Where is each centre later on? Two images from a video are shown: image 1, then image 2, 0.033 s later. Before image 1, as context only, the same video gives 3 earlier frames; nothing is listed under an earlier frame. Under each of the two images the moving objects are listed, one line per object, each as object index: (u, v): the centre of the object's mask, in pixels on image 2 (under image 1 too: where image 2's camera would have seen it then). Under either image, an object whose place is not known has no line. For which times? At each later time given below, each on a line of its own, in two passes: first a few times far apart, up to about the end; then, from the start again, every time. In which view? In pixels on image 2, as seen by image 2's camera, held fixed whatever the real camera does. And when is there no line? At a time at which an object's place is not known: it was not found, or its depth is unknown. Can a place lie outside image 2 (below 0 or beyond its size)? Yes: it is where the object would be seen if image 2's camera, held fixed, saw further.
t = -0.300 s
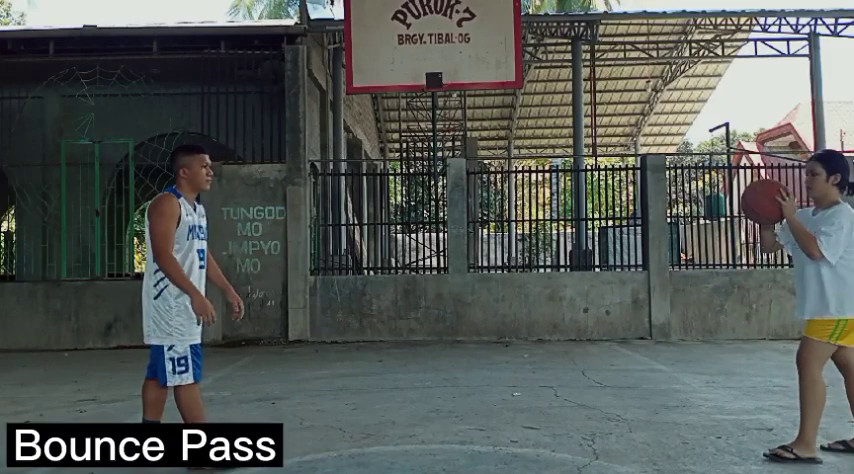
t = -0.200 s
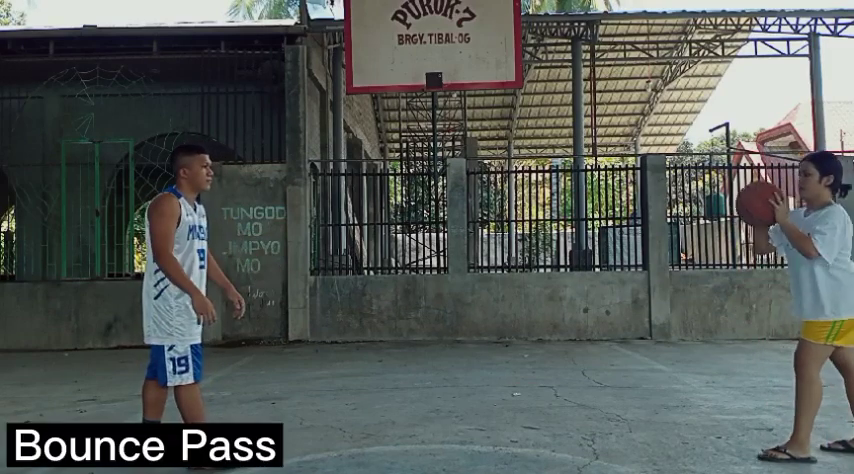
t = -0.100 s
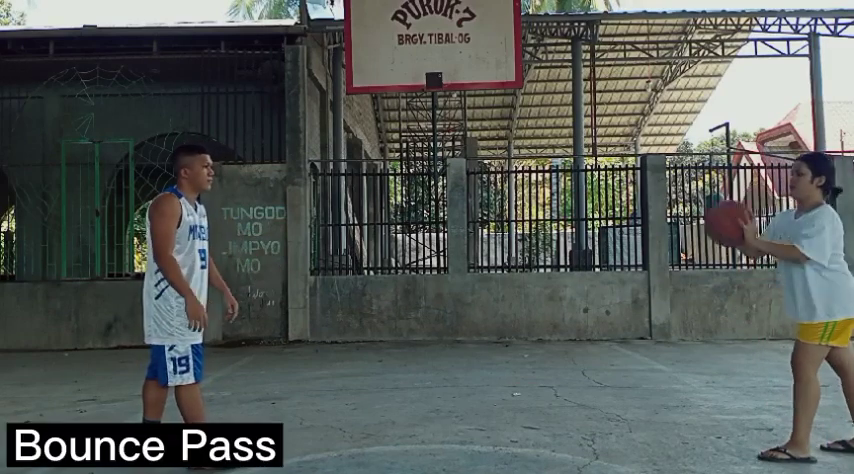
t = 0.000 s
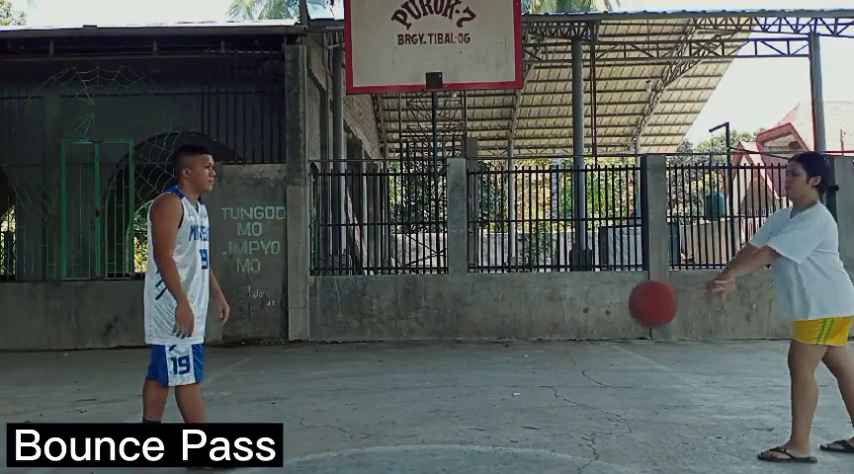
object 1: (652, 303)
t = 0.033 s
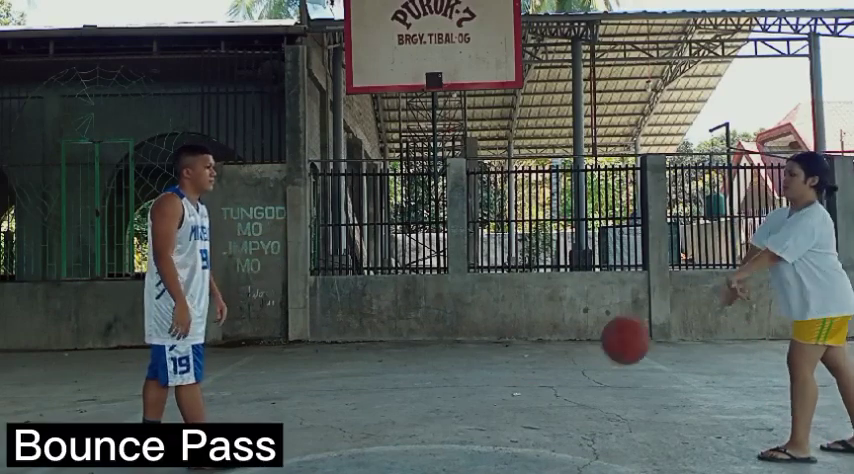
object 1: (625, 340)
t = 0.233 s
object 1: (509, 325)
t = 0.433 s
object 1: (431, 201)
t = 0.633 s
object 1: (356, 153)
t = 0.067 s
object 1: (598, 379)
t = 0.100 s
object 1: (570, 421)
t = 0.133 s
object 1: (552, 416)
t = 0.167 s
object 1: (537, 383)
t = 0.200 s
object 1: (523, 353)
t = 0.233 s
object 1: (509, 325)
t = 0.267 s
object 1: (495, 298)
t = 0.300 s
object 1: (482, 275)
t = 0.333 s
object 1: (469, 253)
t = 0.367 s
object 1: (457, 234)
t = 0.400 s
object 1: (444, 216)
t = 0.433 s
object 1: (431, 201)
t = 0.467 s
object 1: (419, 188)
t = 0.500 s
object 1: (405, 176)
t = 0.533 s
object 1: (393, 167)
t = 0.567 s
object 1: (380, 160)
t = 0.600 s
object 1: (368, 156)
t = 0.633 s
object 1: (356, 153)
